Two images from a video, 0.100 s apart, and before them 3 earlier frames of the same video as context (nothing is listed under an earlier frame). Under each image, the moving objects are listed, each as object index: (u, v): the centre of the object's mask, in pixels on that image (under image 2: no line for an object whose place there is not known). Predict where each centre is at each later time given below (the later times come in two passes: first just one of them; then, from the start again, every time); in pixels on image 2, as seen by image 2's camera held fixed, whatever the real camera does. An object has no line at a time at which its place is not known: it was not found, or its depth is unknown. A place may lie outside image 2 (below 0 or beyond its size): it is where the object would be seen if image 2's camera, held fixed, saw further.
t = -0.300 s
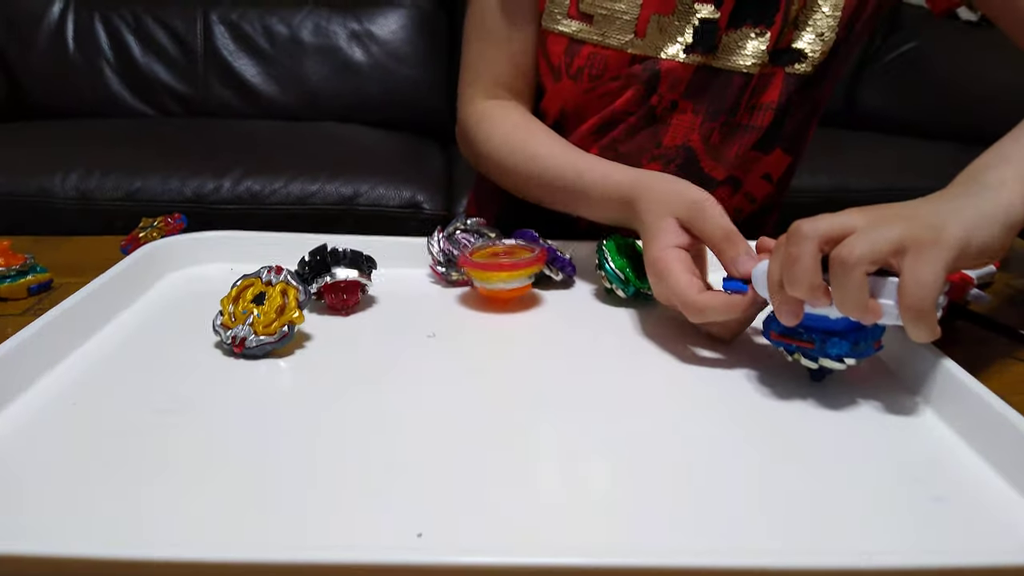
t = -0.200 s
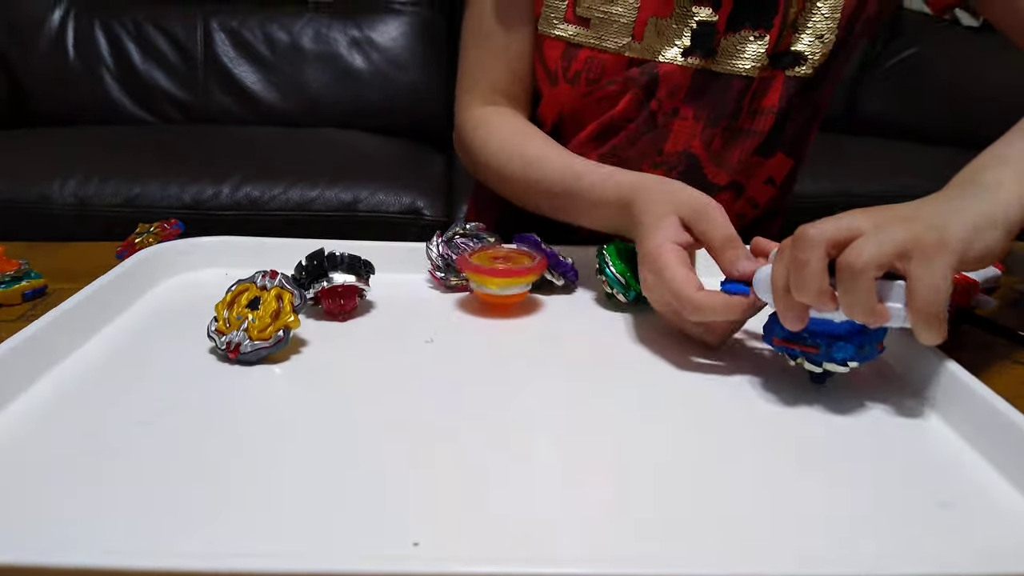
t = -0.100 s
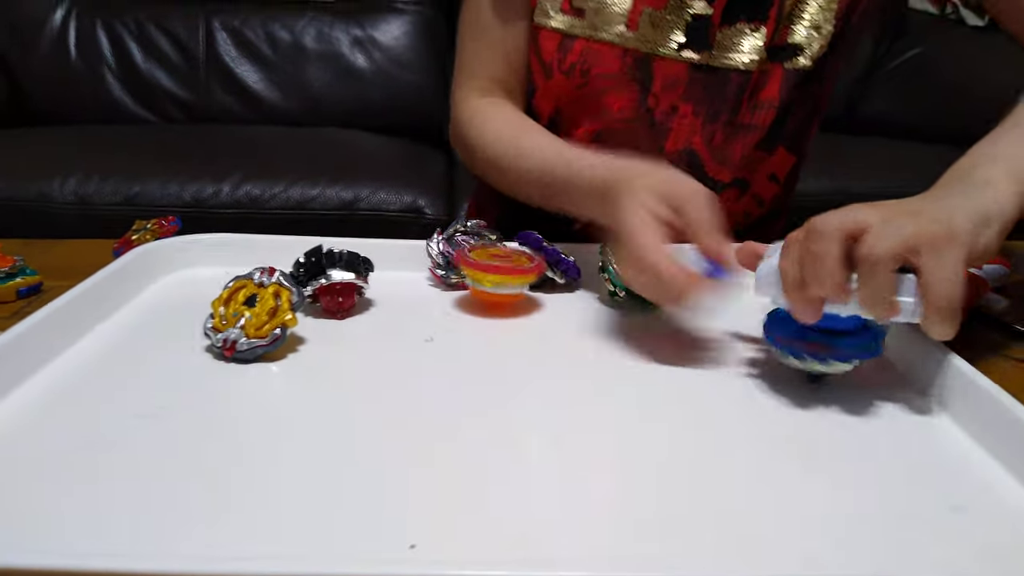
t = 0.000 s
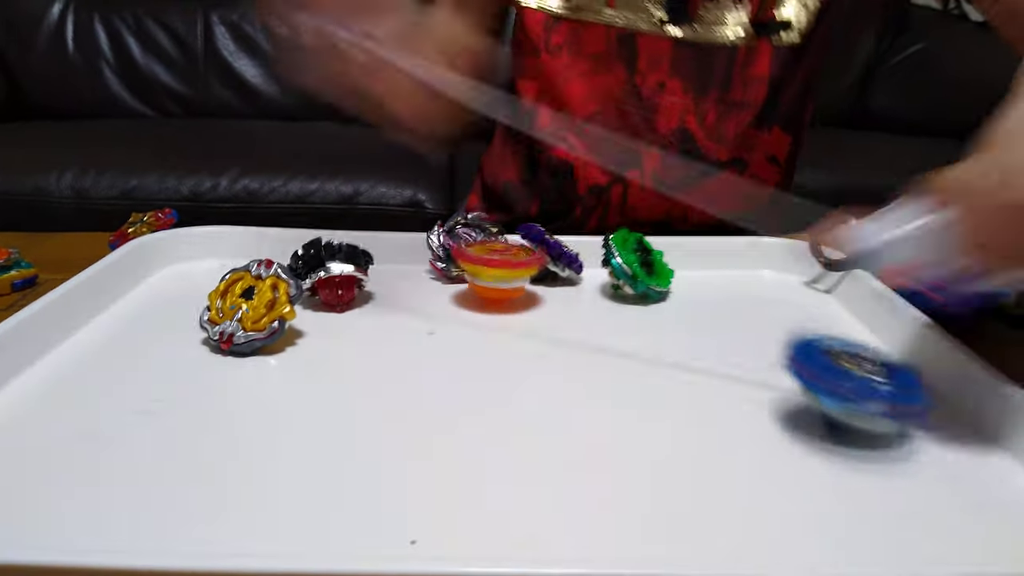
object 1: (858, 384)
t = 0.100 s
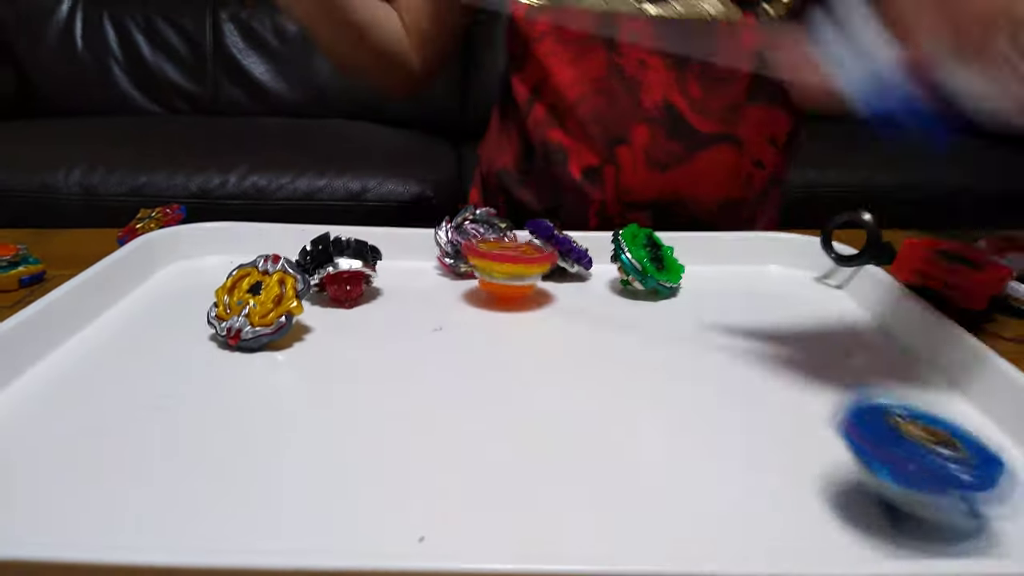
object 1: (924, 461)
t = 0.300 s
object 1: (925, 482)
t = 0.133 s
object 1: (945, 489)
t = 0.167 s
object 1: (949, 493)
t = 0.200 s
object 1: (941, 489)
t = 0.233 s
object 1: (933, 488)
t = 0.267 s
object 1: (927, 481)
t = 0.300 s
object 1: (925, 482)
